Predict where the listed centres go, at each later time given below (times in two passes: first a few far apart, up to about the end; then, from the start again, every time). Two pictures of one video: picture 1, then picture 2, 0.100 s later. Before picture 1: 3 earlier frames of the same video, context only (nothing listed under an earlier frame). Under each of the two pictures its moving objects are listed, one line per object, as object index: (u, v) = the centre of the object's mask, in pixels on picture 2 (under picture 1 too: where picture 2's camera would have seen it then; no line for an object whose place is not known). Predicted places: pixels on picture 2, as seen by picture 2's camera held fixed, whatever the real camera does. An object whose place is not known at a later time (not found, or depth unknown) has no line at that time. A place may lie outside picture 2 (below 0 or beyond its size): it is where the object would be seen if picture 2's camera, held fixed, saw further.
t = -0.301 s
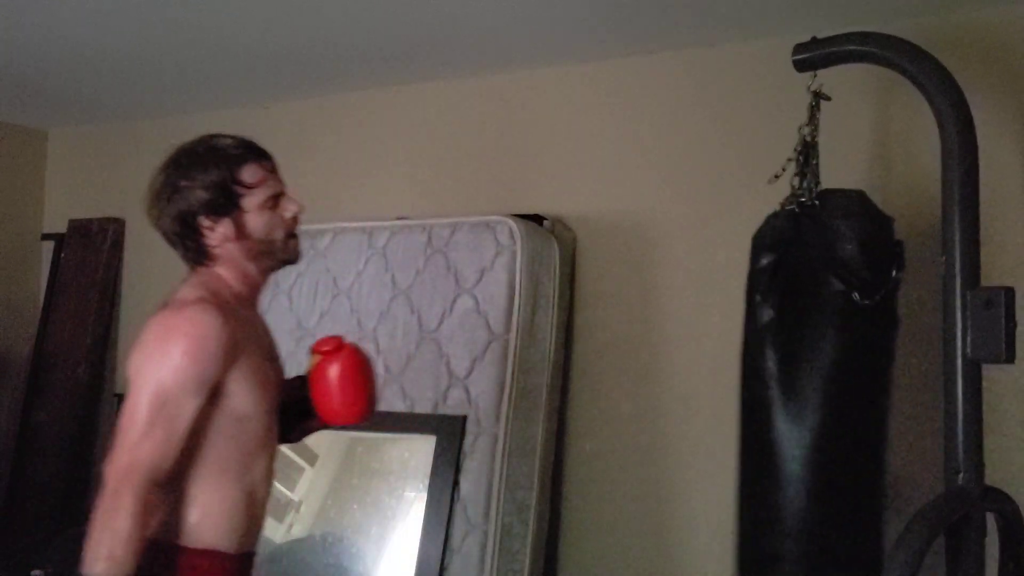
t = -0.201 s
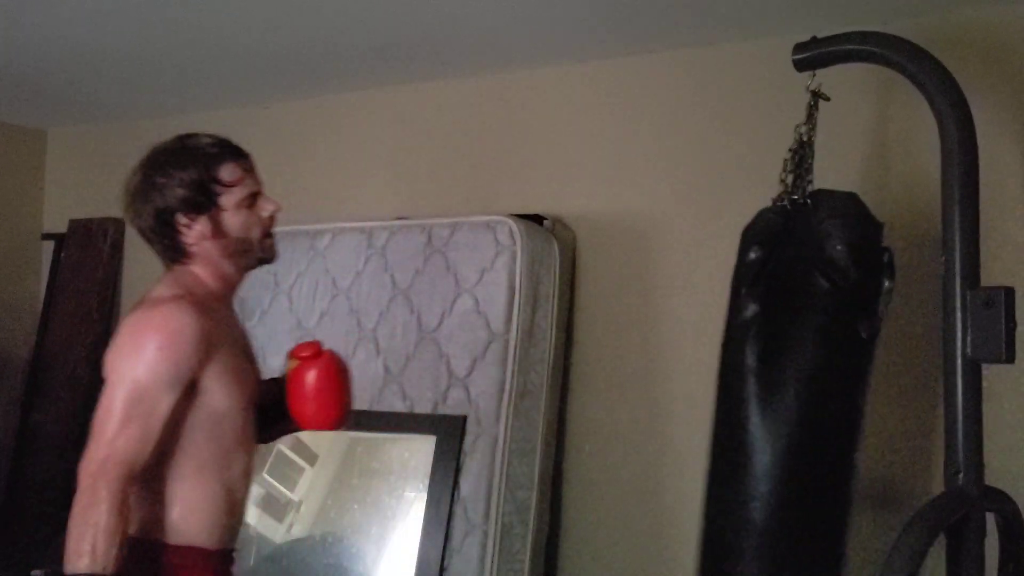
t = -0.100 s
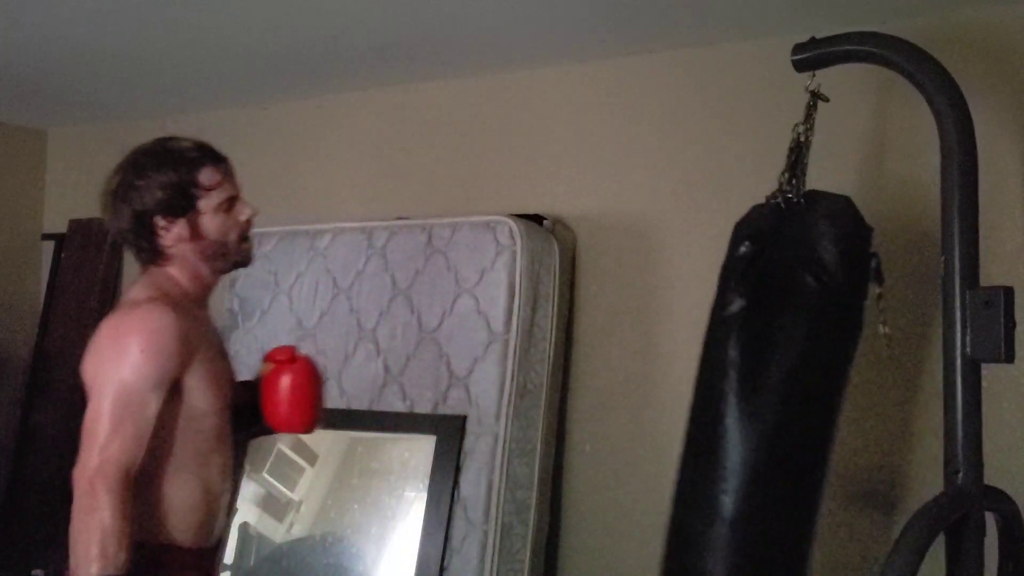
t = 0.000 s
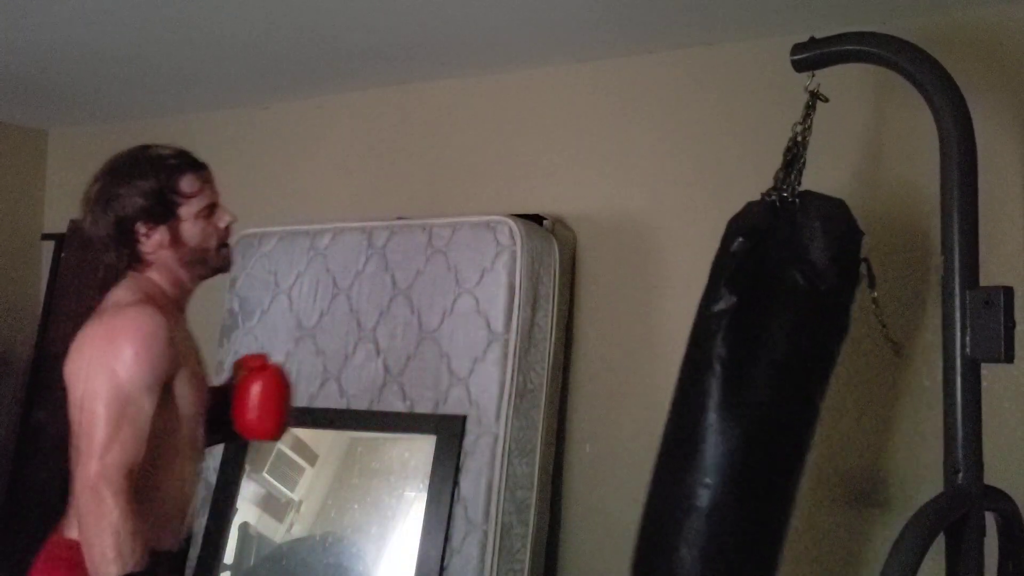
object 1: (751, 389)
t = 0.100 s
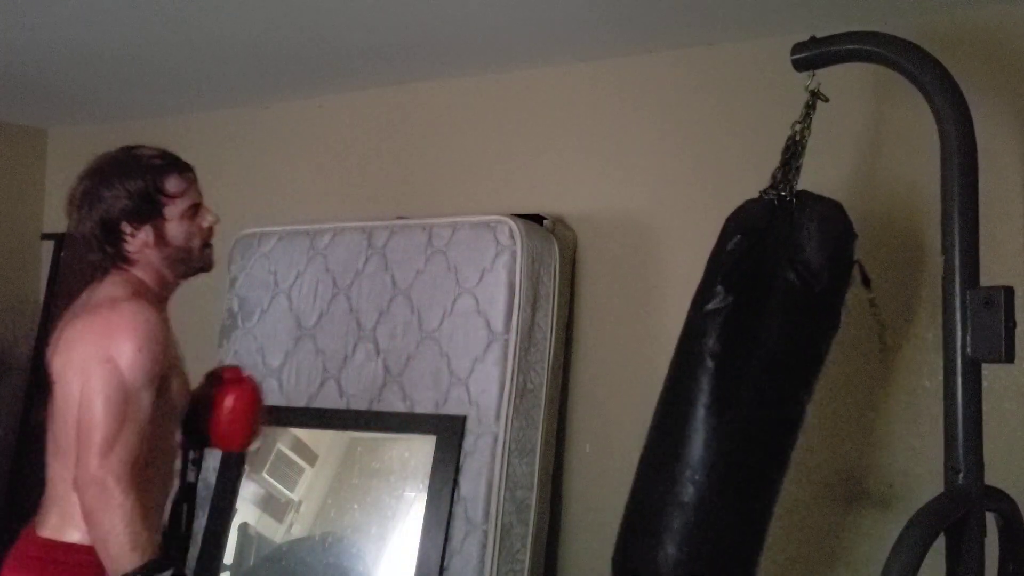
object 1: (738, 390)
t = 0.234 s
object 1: (731, 391)
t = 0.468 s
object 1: (748, 391)
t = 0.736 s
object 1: (799, 391)
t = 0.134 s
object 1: (735, 390)
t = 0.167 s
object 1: (733, 391)
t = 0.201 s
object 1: (732, 391)
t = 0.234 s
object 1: (731, 391)
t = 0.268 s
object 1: (731, 391)
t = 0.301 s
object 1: (732, 391)
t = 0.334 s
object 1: (734, 391)
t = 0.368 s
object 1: (737, 391)
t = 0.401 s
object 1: (740, 390)
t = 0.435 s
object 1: (743, 391)
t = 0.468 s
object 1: (748, 391)
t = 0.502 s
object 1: (753, 391)
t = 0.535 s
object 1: (759, 391)
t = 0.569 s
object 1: (765, 391)
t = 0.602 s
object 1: (771, 391)
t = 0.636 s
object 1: (778, 391)
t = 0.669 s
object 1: (785, 391)
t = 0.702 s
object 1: (792, 391)
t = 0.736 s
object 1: (799, 391)
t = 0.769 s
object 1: (806, 391)
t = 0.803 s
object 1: (813, 391)
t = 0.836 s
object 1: (820, 391)
